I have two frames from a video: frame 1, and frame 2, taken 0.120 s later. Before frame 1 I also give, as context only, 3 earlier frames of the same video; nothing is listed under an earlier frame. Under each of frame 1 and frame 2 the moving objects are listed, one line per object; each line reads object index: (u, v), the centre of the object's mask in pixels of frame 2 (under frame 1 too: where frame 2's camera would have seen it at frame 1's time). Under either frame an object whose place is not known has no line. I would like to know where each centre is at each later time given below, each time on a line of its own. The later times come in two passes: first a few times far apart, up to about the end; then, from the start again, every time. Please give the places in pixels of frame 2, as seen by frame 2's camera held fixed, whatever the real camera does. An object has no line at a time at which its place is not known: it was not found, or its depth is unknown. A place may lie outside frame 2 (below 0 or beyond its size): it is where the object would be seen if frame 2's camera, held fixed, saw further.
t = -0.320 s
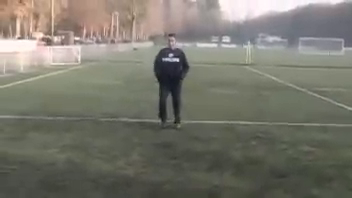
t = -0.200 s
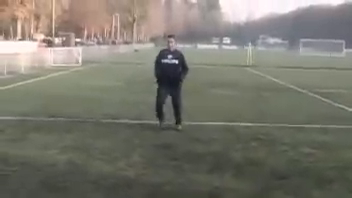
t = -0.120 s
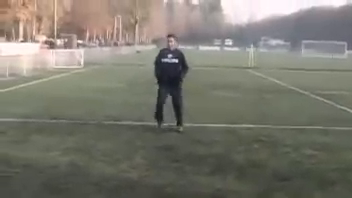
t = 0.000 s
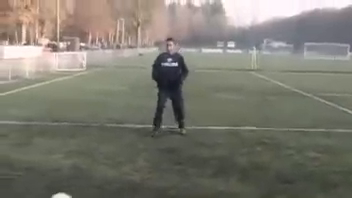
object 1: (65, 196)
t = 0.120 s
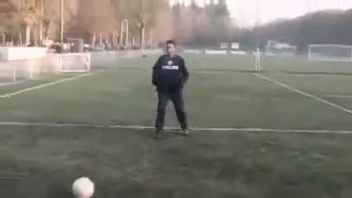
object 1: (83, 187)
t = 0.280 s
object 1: (101, 170)
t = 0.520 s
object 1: (120, 151)
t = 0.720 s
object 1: (130, 140)
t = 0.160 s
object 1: (88, 182)
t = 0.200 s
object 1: (92, 178)
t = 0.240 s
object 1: (97, 175)
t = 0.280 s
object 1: (101, 170)
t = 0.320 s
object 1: (105, 167)
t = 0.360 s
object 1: (108, 163)
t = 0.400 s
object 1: (111, 160)
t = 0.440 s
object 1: (114, 157)
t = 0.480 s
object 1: (117, 154)
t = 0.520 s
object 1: (120, 151)
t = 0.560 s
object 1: (122, 149)
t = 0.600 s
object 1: (124, 147)
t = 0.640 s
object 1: (126, 144)
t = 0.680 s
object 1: (128, 142)
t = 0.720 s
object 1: (130, 140)
